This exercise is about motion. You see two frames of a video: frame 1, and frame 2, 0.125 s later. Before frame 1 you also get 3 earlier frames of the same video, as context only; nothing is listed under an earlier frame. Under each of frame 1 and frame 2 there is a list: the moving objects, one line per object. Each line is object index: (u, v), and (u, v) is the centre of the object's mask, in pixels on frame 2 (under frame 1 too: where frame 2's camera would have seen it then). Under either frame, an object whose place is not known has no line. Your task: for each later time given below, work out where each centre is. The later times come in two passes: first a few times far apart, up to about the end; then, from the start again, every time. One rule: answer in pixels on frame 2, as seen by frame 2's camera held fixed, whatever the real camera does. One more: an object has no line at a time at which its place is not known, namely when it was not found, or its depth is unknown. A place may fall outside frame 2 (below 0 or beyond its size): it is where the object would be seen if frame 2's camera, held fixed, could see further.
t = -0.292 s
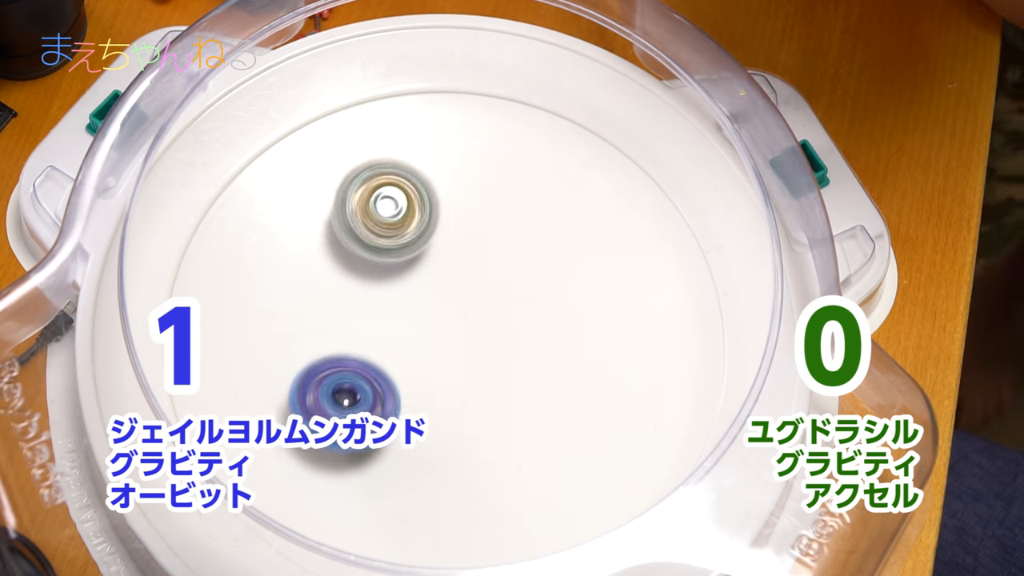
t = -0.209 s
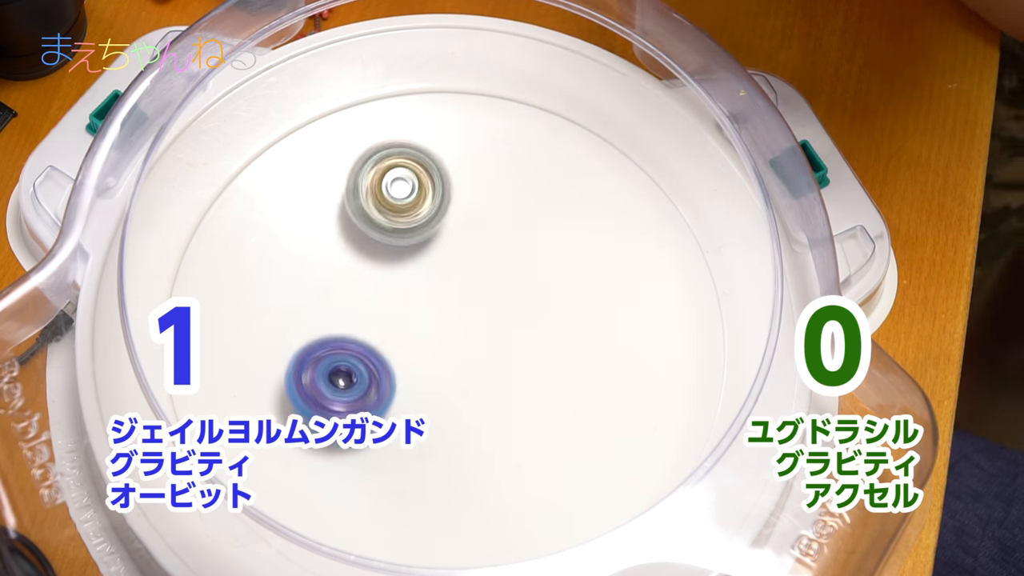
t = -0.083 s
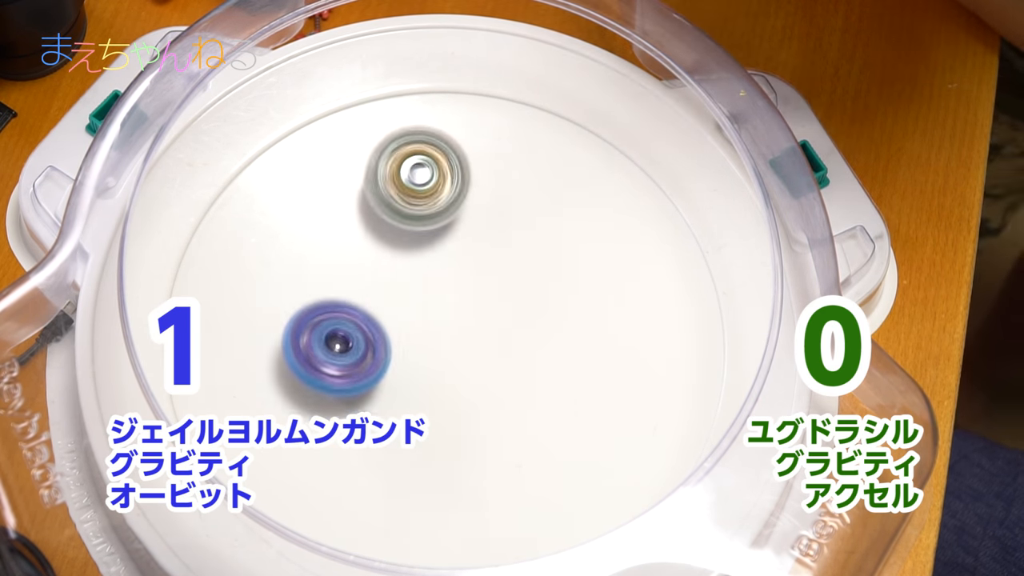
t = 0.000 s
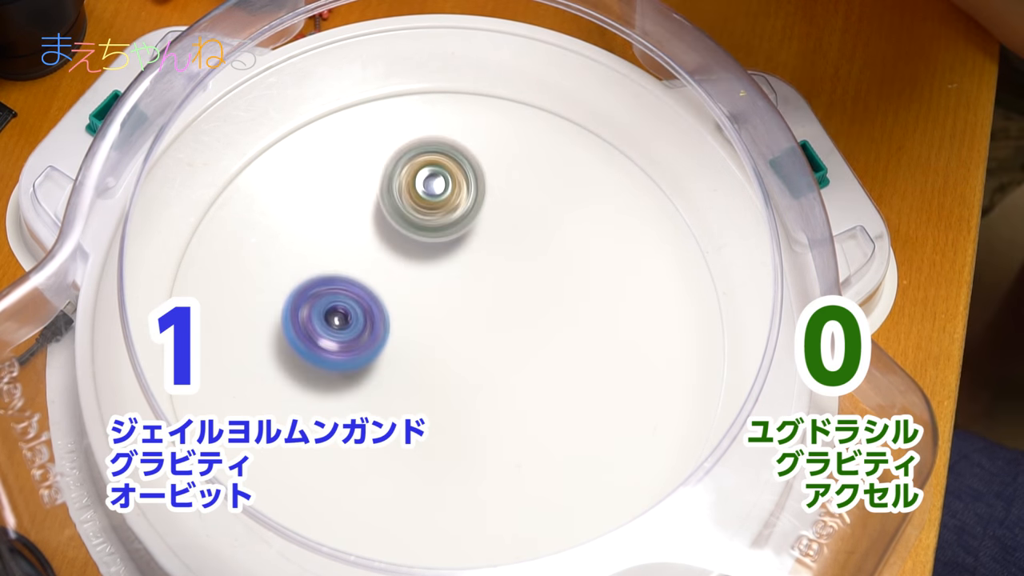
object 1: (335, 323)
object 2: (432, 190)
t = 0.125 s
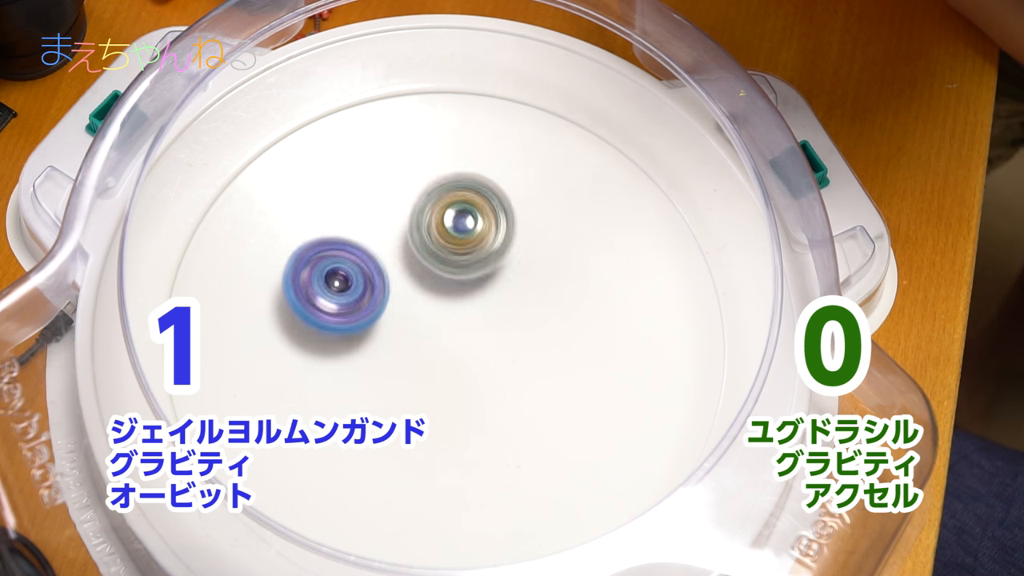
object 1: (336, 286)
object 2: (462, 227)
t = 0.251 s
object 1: (341, 254)
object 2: (499, 269)
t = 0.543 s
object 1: (376, 219)
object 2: (572, 343)
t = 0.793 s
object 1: (426, 238)
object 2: (553, 384)
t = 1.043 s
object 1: (505, 278)
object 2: (461, 414)
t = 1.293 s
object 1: (559, 316)
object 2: (386, 446)
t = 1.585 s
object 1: (554, 357)
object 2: (378, 374)
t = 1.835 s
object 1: (501, 385)
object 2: (361, 285)
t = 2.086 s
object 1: (421, 406)
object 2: (353, 255)
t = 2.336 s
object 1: (359, 408)
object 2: (434, 280)
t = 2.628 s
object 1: (355, 381)
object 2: (528, 276)
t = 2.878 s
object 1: (382, 321)
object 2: (498, 302)
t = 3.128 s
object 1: (326, 272)
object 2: (543, 354)
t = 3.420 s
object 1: (373, 250)
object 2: (481, 382)
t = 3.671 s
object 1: (441, 254)
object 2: (413, 404)
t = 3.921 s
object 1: (500, 286)
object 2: (394, 394)
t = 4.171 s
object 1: (537, 325)
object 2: (393, 330)
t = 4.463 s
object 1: (516, 374)
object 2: (382, 264)
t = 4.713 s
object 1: (463, 401)
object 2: (415, 285)
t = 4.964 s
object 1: (406, 403)
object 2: (487, 310)
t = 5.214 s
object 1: (361, 379)
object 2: (514, 312)
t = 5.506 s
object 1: (331, 320)
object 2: (481, 362)
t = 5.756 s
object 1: (328, 277)
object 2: (498, 381)
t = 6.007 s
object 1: (385, 258)
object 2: (439, 368)
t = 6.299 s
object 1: (475, 270)
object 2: (377, 367)
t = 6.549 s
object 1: (523, 310)
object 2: (395, 347)
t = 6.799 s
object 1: (535, 362)
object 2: (428, 297)
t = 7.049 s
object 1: (510, 403)
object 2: (439, 274)
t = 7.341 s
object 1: (445, 418)
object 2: (461, 317)
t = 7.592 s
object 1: (350, 470)
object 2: (515, 286)
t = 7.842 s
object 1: (324, 390)
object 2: (478, 308)
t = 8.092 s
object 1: (310, 316)
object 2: (461, 364)
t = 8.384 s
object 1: (361, 241)
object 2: (462, 387)
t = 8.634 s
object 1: (451, 227)
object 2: (429, 360)
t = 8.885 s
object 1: (525, 275)
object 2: (396, 323)
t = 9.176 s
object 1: (544, 365)
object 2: (396, 308)
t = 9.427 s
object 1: (489, 426)
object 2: (438, 316)
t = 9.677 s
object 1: (416, 444)
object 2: (485, 329)
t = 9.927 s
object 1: (342, 378)
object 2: (488, 338)
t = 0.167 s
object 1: (337, 275)
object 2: (474, 241)
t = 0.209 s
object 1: (338, 264)
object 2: (487, 257)
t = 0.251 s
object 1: (341, 254)
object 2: (499, 269)
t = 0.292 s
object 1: (345, 246)
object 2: (513, 282)
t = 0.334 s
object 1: (350, 238)
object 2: (525, 294)
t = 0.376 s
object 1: (355, 232)
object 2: (537, 305)
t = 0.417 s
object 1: (360, 227)
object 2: (548, 315)
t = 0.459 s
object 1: (365, 223)
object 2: (557, 326)
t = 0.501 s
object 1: (371, 220)
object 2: (565, 334)
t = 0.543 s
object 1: (376, 219)
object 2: (572, 343)
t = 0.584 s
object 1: (381, 220)
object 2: (575, 352)
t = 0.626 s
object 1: (387, 221)
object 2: (577, 359)
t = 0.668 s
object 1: (394, 223)
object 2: (576, 367)
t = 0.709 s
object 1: (403, 227)
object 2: (571, 374)
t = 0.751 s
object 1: (413, 232)
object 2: (563, 379)
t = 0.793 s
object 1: (426, 238)
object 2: (553, 384)
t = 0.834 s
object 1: (439, 245)
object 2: (539, 391)
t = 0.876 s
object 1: (453, 252)
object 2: (523, 395)
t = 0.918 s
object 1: (466, 258)
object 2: (507, 399)
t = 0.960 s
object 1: (478, 264)
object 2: (491, 405)
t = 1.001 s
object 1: (492, 271)
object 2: (475, 409)
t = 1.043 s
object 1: (505, 278)
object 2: (461, 414)
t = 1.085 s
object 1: (517, 284)
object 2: (447, 420)
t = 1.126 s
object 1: (529, 290)
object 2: (431, 425)
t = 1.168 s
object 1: (539, 297)
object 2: (429, 430)
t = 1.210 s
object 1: (547, 303)
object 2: (398, 440)
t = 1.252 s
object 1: (554, 309)
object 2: (394, 442)
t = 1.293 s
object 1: (559, 316)
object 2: (386, 446)
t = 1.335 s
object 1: (563, 322)
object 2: (381, 448)
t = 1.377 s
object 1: (565, 328)
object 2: (380, 447)
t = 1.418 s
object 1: (566, 334)
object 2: (384, 420)
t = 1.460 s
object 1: (565, 340)
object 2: (380, 418)
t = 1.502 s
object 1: (563, 346)
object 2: (379, 391)
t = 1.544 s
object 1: (559, 352)
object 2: (380, 383)
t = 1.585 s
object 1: (554, 357)
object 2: (378, 374)
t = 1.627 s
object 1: (549, 361)
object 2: (376, 363)
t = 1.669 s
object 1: (542, 366)
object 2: (374, 345)
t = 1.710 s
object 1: (534, 370)
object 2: (372, 330)
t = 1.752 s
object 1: (524, 375)
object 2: (368, 314)
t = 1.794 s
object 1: (513, 381)
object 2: (364, 299)
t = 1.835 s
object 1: (501, 385)
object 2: (361, 285)
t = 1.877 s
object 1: (487, 390)
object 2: (358, 273)
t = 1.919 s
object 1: (473, 395)
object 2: (353, 263)
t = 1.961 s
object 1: (460, 398)
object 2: (350, 255)
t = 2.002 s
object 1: (447, 401)
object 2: (349, 251)
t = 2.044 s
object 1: (434, 404)
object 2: (349, 252)
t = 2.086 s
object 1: (421, 406)
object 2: (353, 255)
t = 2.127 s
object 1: (409, 408)
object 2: (360, 260)
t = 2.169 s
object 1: (396, 409)
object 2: (372, 264)
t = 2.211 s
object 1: (383, 410)
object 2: (388, 271)
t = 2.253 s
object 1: (372, 410)
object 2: (402, 275)
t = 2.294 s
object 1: (364, 409)
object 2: (418, 278)
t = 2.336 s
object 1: (359, 408)
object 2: (434, 280)
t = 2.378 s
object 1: (354, 395)
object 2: (452, 281)
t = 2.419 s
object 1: (351, 394)
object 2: (469, 283)
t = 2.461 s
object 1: (350, 392)
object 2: (483, 283)
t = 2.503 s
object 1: (350, 390)
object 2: (496, 282)
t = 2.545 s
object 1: (351, 388)
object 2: (509, 280)
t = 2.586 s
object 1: (353, 384)
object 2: (521, 278)
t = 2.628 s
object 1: (355, 381)
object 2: (528, 276)
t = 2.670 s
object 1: (358, 376)
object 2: (531, 274)
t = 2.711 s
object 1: (362, 368)
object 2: (529, 274)
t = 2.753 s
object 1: (366, 359)
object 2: (526, 275)
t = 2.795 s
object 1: (372, 346)
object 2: (519, 280)
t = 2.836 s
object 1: (377, 333)
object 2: (509, 290)
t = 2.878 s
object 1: (382, 321)
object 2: (498, 302)
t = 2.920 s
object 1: (370, 308)
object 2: (507, 315)
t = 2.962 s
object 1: (348, 296)
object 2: (522, 327)
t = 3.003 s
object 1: (333, 287)
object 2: (531, 335)
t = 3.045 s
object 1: (326, 281)
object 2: (538, 341)
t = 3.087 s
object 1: (324, 276)
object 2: (542, 348)
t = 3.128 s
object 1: (326, 272)
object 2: (543, 354)
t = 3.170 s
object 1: (330, 267)
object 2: (541, 358)
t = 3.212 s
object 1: (335, 264)
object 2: (537, 362)
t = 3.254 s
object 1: (341, 260)
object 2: (529, 366)
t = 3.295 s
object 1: (349, 257)
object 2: (519, 369)
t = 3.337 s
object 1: (356, 254)
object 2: (508, 372)
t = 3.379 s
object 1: (364, 251)
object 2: (495, 378)
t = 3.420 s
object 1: (373, 250)
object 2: (481, 382)
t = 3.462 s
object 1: (383, 249)
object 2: (469, 386)
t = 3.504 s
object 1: (394, 248)
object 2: (456, 390)
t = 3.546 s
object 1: (406, 249)
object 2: (444, 393)
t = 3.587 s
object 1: (417, 250)
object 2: (434, 396)
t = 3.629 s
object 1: (429, 251)
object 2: (424, 400)
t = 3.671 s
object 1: (441, 254)
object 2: (413, 404)
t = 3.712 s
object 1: (451, 256)
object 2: (405, 407)
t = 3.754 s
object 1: (462, 260)
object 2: (398, 409)
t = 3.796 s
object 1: (472, 266)
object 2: (393, 408)
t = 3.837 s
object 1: (482, 272)
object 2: (392, 406)
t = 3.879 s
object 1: (491, 279)
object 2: (393, 401)
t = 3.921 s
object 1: (500, 286)
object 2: (394, 394)
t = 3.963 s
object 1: (509, 292)
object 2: (394, 384)
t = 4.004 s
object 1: (517, 299)
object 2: (395, 376)
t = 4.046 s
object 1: (525, 305)
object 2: (395, 368)
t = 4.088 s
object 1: (531, 312)
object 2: (395, 357)
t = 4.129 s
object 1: (535, 318)
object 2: (394, 343)
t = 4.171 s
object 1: (537, 325)
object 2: (393, 330)
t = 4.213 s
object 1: (539, 332)
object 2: (392, 316)
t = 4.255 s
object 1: (538, 339)
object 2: (389, 304)
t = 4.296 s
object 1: (536, 345)
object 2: (387, 292)
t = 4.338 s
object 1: (532, 352)
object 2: (385, 282)
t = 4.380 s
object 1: (528, 359)
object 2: (384, 274)
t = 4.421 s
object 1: (523, 367)
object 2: (382, 267)
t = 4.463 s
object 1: (516, 374)
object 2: (382, 264)
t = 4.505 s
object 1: (509, 381)
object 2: (382, 263)
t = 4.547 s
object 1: (501, 386)
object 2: (384, 265)
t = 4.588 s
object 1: (492, 390)
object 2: (389, 269)
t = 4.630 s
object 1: (482, 394)
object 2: (395, 274)
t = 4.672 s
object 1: (472, 397)
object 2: (404, 280)
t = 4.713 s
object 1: (463, 401)
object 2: (415, 285)
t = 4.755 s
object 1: (454, 405)
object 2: (426, 290)
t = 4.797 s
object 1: (446, 406)
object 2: (438, 295)
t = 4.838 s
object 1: (436, 407)
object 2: (451, 300)
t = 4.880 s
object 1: (426, 407)
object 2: (464, 303)
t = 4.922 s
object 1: (416, 405)
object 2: (475, 307)
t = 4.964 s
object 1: (406, 403)
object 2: (487, 310)
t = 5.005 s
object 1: (396, 399)
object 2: (497, 311)
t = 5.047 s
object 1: (386, 391)
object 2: (506, 312)
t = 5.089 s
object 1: (378, 389)
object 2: (512, 311)
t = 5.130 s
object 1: (371, 386)
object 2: (516, 311)
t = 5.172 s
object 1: (365, 383)
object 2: (517, 311)
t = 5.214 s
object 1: (361, 379)
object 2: (514, 312)
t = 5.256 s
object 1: (357, 375)
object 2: (508, 313)
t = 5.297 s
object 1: (355, 369)
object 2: (500, 317)
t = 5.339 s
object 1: (354, 362)
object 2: (491, 323)
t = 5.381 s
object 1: (354, 354)
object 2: (482, 331)
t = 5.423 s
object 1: (356, 345)
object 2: (472, 339)
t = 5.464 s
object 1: (347, 333)
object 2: (472, 350)
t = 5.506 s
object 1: (331, 320)
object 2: (481, 362)
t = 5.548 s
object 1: (322, 310)
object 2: (487, 372)
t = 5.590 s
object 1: (317, 303)
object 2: (493, 379)
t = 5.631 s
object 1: (317, 297)
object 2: (498, 383)
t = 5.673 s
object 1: (319, 289)
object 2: (501, 385)
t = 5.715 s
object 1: (323, 283)
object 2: (501, 384)
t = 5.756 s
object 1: (328, 277)
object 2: (498, 381)
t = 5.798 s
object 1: (335, 271)
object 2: (493, 378)
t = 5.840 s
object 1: (343, 267)
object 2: (484, 376)
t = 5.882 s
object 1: (352, 263)
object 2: (475, 373)
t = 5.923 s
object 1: (362, 260)
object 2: (463, 371)
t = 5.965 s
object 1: (373, 258)
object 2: (451, 370)
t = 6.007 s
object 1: (385, 258)
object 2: (439, 368)
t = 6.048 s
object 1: (398, 257)
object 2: (427, 368)
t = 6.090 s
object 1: (412, 257)
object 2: (414, 368)
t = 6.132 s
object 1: (425, 257)
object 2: (404, 368)
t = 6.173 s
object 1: (438, 259)
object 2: (394, 368)
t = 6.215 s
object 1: (452, 263)
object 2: (386, 367)
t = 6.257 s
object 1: (465, 266)
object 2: (380, 367)
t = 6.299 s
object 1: (475, 270)
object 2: (377, 367)
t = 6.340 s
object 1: (486, 276)
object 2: (376, 366)
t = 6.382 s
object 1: (496, 282)
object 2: (378, 365)
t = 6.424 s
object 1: (504, 288)
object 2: (382, 364)
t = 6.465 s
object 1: (512, 295)
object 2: (385, 360)
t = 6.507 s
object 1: (518, 302)
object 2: (390, 354)
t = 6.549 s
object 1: (523, 310)
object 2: (395, 347)
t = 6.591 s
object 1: (527, 318)
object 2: (401, 340)
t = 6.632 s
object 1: (531, 327)
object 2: (407, 332)
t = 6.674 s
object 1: (533, 335)
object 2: (413, 324)
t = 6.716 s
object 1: (535, 344)
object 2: (419, 315)
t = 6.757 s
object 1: (536, 353)
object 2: (424, 306)
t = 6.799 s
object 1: (535, 362)
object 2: (428, 297)
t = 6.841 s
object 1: (534, 370)
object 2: (432, 289)
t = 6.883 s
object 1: (532, 378)
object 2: (434, 282)
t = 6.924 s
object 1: (528, 385)
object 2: (436, 278)
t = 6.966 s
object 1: (523, 392)
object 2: (438, 275)
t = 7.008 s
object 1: (518, 398)
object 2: (439, 273)
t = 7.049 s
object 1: (510, 403)
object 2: (439, 274)
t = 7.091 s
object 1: (501, 408)
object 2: (439, 276)
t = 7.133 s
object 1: (493, 412)
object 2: (440, 281)
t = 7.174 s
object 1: (482, 415)
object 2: (443, 286)
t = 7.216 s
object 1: (473, 418)
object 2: (446, 294)
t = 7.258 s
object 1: (464, 419)
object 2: (451, 301)
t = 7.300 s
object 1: (455, 419)
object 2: (456, 309)
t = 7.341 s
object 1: (445, 418)
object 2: (461, 317)
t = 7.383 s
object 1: (428, 430)
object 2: (473, 314)
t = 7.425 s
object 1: (401, 450)
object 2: (488, 304)
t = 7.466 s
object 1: (380, 469)
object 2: (499, 299)
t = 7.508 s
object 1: (368, 471)
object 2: (508, 293)
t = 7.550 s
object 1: (357, 471)
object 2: (513, 289)
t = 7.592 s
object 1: (350, 470)
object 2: (515, 286)
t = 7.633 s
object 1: (342, 457)
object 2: (513, 284)
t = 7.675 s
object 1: (337, 448)
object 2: (509, 284)
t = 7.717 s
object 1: (332, 446)
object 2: (503, 287)
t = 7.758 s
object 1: (328, 420)
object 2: (495, 292)
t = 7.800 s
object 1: (324, 396)
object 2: (487, 300)
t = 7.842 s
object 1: (324, 390)
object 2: (478, 308)
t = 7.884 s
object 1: (325, 382)
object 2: (469, 318)
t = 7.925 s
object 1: (328, 374)
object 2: (461, 327)
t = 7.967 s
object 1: (331, 361)
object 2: (453, 336)
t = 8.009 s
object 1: (331, 346)
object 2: (448, 345)
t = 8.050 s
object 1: (316, 330)
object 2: (460, 356)
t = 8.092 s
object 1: (310, 316)
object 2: (461, 364)
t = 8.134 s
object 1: (310, 304)
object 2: (462, 373)
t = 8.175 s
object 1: (313, 291)
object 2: (463, 380)
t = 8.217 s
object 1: (320, 280)
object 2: (465, 385)
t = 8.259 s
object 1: (327, 269)
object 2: (464, 387)
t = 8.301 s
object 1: (337, 259)
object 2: (462, 389)
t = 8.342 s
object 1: (347, 249)
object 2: (462, 389)
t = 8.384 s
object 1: (361, 241)
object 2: (462, 387)
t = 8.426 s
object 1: (373, 234)
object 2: (458, 384)
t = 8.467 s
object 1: (389, 228)
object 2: (453, 380)
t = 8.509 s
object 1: (403, 225)
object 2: (448, 377)
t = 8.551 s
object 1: (420, 223)
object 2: (443, 371)
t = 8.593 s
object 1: (436, 224)
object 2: (436, 365)
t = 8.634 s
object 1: (451, 227)
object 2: (429, 360)
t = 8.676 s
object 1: (467, 232)
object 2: (423, 354)
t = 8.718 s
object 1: (481, 237)
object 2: (417, 347)
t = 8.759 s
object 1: (494, 245)
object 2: (410, 339)
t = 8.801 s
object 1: (506, 253)
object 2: (404, 334)
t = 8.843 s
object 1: (517, 264)
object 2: (399, 330)
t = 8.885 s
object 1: (525, 275)
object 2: (396, 323)
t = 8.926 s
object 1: (533, 287)
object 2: (392, 317)
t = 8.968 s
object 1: (539, 299)
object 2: (390, 315)
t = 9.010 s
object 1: (545, 311)
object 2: (389, 312)
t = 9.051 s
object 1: (548, 325)
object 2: (391, 310)
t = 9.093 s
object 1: (548, 338)
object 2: (391, 307)
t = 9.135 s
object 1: (547, 351)
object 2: (392, 308)
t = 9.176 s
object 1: (544, 365)
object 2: (396, 308)
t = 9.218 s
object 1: (540, 378)
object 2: (402, 308)
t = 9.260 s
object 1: (531, 391)
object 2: (407, 308)
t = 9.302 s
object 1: (523, 401)
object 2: (415, 311)
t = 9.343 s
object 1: (512, 412)
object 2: (424, 312)
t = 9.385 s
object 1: (501, 420)
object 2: (431, 313)
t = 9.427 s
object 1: (489, 426)
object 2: (438, 316)
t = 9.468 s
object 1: (475, 431)
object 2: (448, 318)
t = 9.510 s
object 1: (463, 435)
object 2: (457, 320)
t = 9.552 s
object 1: (450, 439)
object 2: (464, 321)
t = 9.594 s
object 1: (436, 441)
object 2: (471, 325)
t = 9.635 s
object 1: (424, 441)
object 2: (479, 327)
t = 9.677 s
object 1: (416, 444)
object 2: (485, 329)
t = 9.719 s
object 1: (398, 436)
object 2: (487, 330)
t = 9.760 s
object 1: (380, 418)
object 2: (490, 332)
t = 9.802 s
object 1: (365, 406)
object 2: (495, 334)
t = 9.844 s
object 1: (354, 392)
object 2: (492, 334)
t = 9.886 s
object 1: (347, 386)
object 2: (490, 336)
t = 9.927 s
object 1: (342, 378)
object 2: (488, 338)
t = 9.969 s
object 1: (340, 366)
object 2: (484, 338)
